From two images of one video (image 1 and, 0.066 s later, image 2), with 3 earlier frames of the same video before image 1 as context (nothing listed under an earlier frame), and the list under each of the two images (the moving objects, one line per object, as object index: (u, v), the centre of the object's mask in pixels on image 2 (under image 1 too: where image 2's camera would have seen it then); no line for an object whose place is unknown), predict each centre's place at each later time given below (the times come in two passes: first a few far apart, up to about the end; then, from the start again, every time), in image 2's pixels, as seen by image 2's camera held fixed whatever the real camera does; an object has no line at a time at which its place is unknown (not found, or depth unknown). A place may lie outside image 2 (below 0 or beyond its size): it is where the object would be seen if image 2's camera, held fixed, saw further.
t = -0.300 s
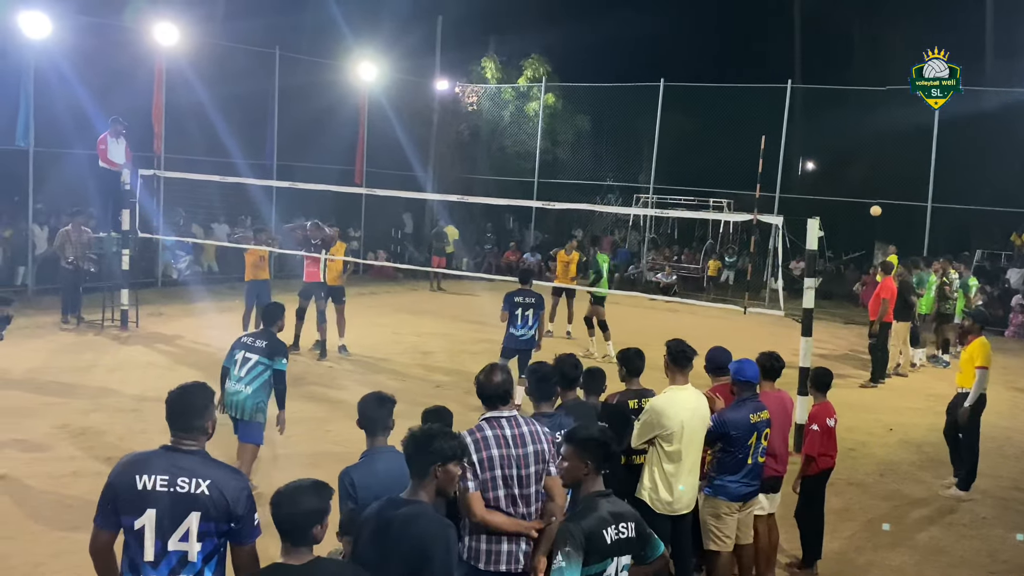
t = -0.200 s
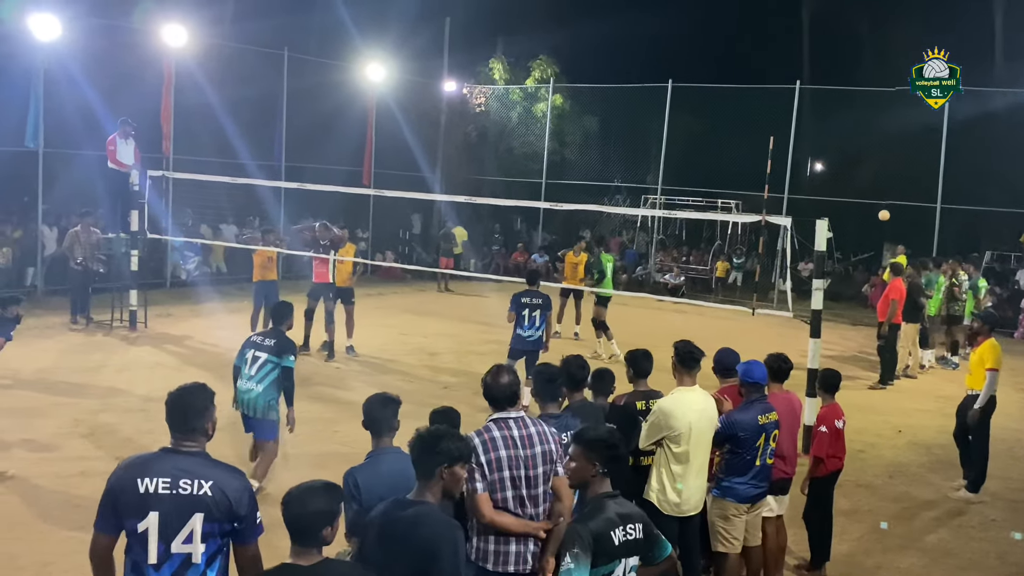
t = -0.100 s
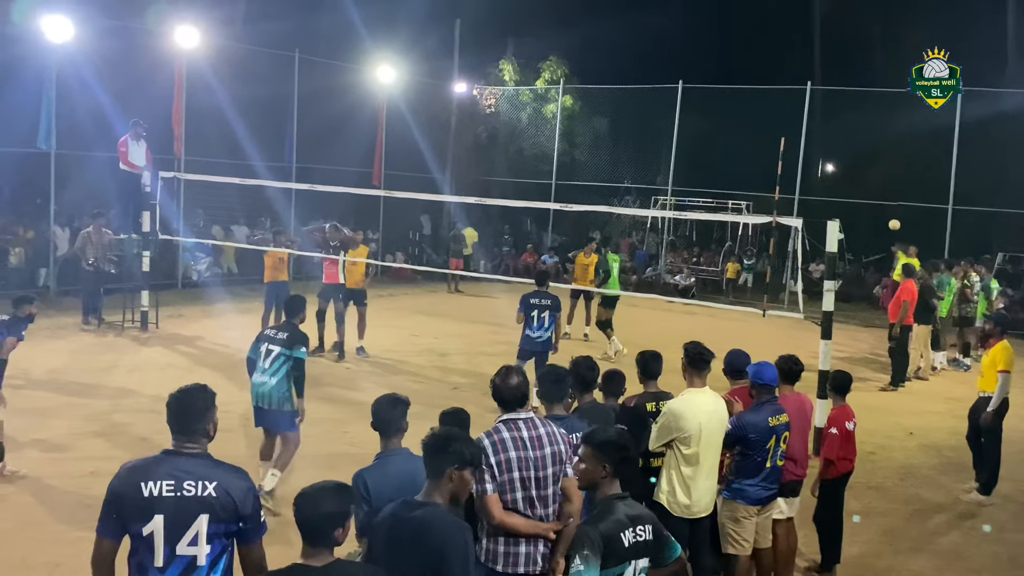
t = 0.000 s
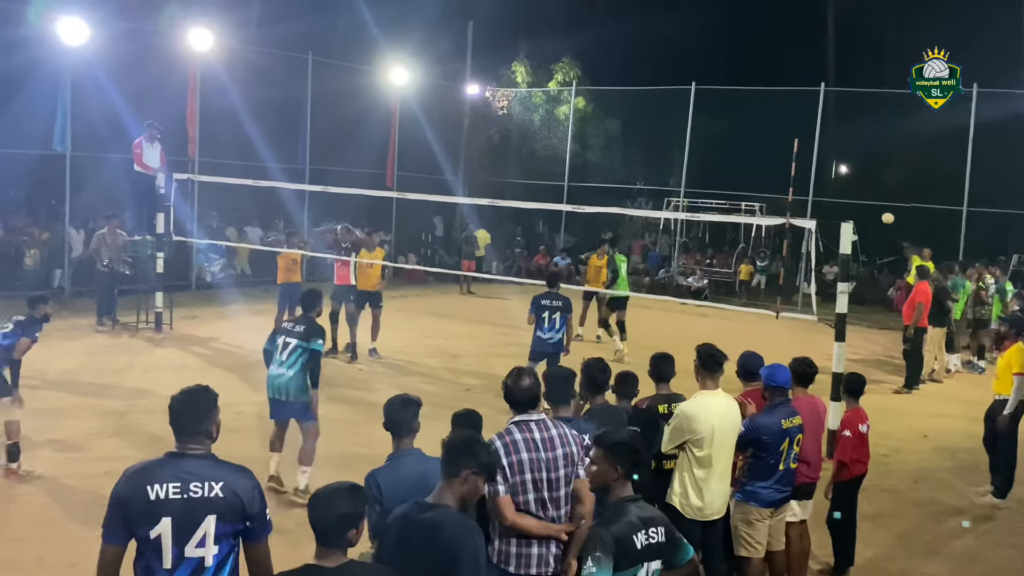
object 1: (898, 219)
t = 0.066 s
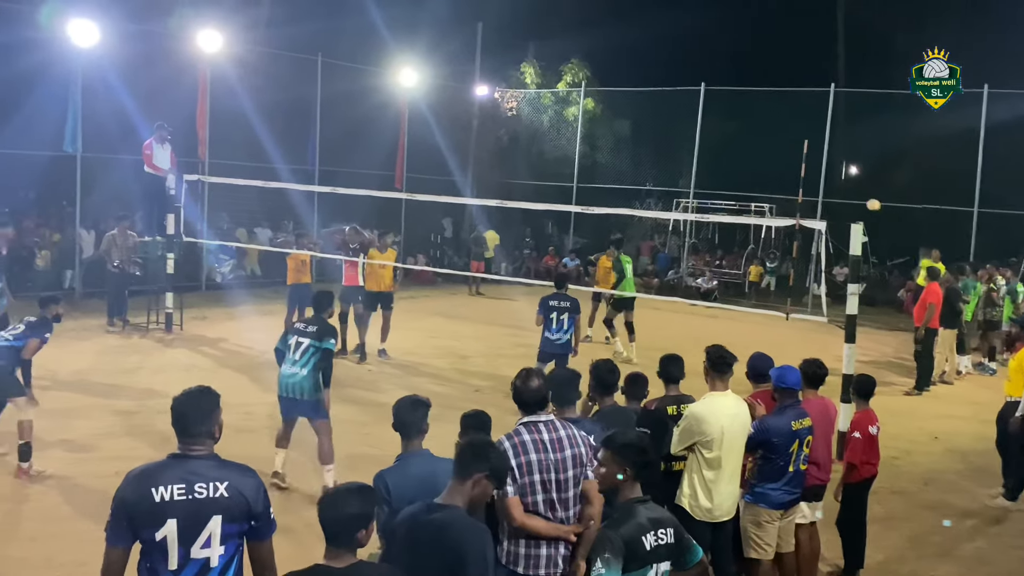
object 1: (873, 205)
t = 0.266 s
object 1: (788, 168)
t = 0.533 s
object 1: (652, 140)
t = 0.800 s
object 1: (470, 157)
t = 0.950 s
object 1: (334, 196)
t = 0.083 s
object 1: (867, 202)
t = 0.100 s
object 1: (859, 198)
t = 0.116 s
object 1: (853, 195)
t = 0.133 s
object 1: (846, 192)
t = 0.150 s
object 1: (839, 188)
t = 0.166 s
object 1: (832, 185)
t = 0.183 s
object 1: (826, 183)
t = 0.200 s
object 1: (818, 179)
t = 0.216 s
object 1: (810, 176)
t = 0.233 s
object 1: (803, 174)
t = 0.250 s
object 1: (796, 171)
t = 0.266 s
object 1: (788, 168)
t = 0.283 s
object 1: (781, 166)
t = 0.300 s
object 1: (772, 163)
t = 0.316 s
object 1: (764, 161)
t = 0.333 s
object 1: (756, 159)
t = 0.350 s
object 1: (747, 157)
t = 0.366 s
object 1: (739, 155)
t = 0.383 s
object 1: (732, 153)
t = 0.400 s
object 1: (723, 151)
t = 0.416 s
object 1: (714, 149)
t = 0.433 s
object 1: (706, 148)
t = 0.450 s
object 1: (697, 145)
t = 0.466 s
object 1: (688, 144)
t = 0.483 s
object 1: (680, 143)
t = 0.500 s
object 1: (670, 142)
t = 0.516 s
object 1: (661, 141)
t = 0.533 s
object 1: (652, 140)
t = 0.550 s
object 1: (642, 140)
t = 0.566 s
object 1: (632, 139)
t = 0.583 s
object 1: (623, 139)
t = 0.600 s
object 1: (612, 139)
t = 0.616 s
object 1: (601, 140)
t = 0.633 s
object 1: (592, 140)
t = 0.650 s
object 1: (580, 142)
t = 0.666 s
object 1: (568, 142)
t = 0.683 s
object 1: (559, 143)
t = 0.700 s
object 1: (546, 145)
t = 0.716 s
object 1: (534, 146)
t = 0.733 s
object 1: (523, 148)
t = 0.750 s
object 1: (509, 150)
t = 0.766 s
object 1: (496, 152)
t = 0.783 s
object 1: (485, 154)
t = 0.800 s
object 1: (470, 157)
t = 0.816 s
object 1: (457, 161)
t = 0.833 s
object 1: (444, 163)
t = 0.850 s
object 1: (427, 167)
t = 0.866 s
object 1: (413, 171)
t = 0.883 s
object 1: (399, 175)
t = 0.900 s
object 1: (383, 180)
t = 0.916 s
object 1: (366, 183)
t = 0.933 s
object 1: (352, 189)
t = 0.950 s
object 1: (334, 196)
